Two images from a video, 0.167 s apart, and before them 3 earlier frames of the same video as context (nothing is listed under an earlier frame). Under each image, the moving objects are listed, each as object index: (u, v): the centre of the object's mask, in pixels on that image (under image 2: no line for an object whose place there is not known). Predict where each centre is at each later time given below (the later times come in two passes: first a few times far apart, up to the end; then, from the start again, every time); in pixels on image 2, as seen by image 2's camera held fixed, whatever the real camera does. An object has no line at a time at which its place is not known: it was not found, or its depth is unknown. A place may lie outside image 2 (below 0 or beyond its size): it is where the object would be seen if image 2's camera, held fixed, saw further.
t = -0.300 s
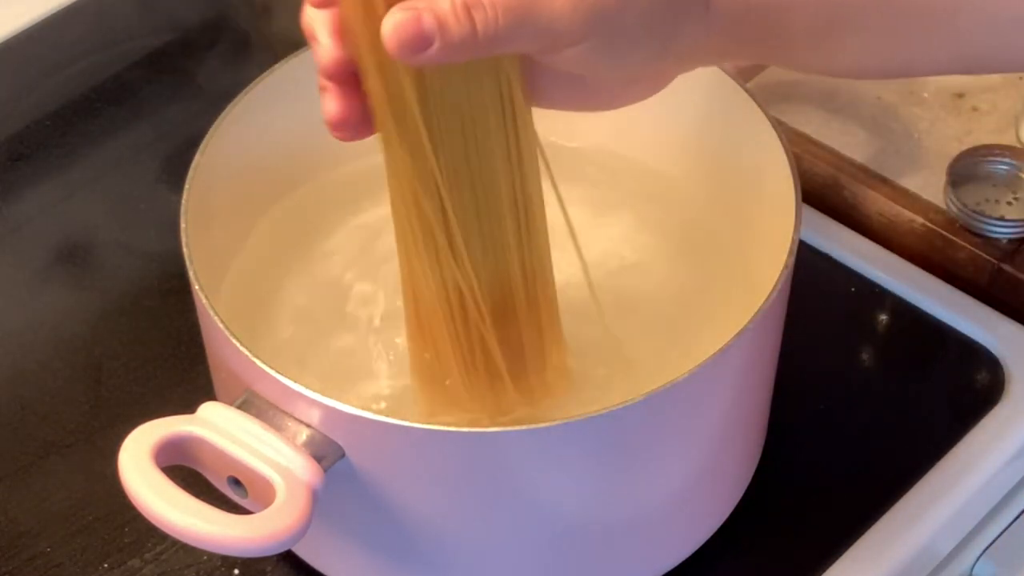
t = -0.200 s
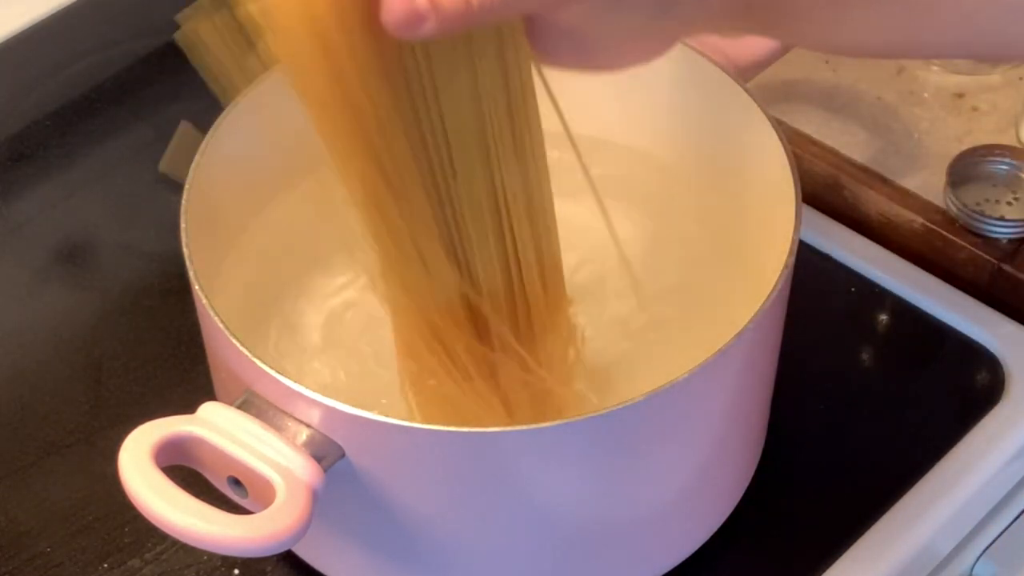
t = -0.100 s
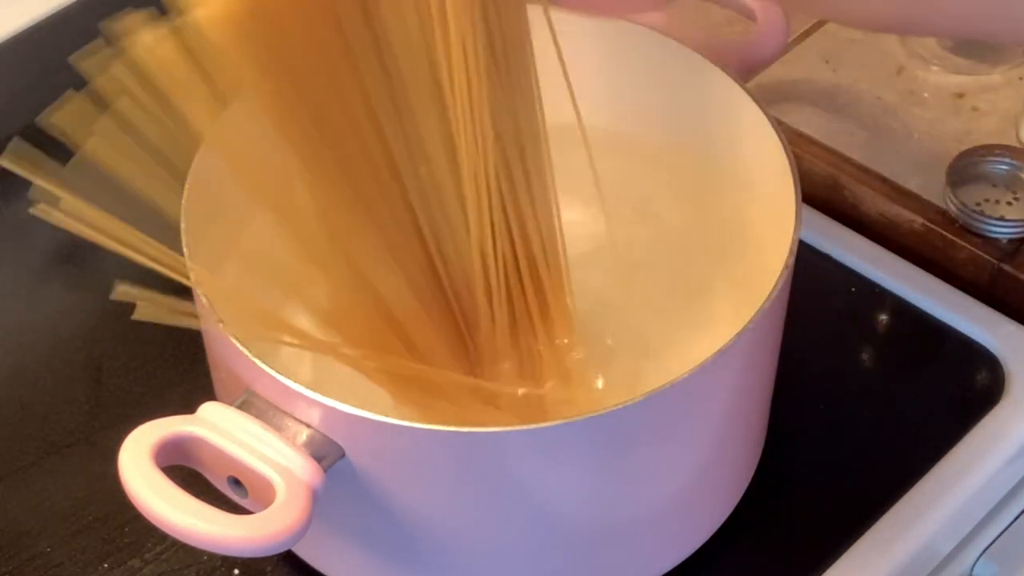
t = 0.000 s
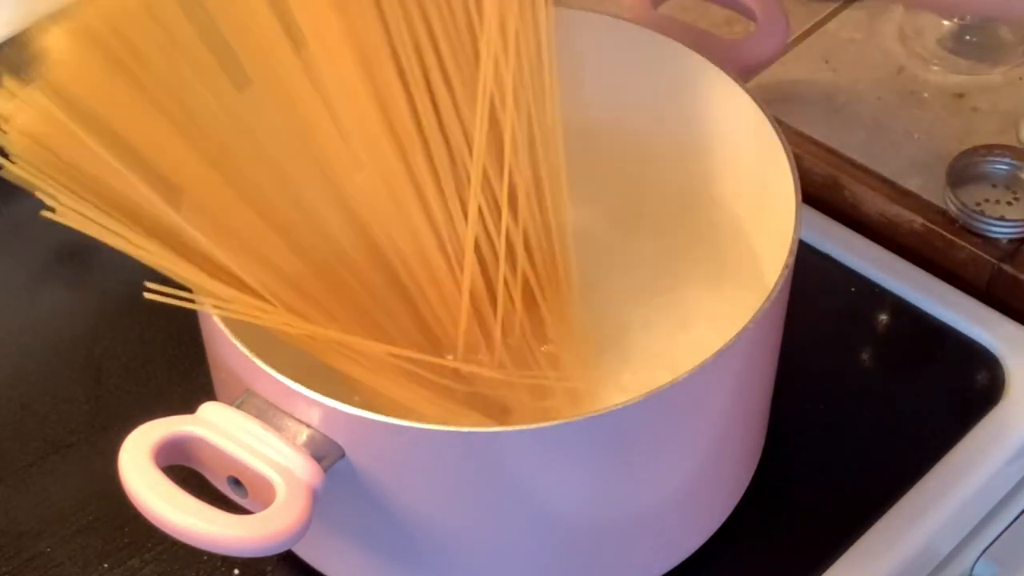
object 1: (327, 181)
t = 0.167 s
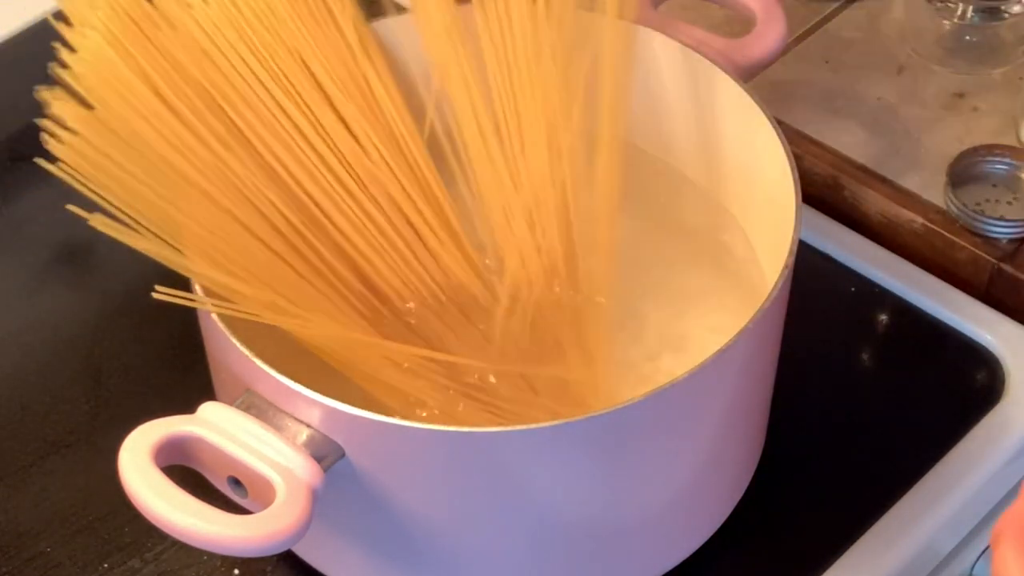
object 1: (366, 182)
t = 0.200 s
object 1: (387, 181)
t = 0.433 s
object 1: (415, 185)
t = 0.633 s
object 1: (406, 186)
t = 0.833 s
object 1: (422, 186)
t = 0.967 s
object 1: (422, 187)
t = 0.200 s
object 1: (387, 181)
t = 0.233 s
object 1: (400, 182)
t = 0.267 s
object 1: (416, 182)
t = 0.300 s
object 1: (421, 183)
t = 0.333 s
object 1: (421, 184)
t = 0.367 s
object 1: (412, 182)
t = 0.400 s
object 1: (418, 185)
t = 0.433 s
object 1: (415, 185)
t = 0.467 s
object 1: (416, 184)
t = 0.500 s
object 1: (416, 184)
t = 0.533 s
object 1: (413, 184)
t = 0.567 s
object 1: (407, 186)
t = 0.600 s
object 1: (411, 185)
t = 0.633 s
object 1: (406, 186)
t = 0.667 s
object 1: (414, 185)
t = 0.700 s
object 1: (415, 185)
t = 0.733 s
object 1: (416, 186)
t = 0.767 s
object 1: (418, 187)
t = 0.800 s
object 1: (418, 188)
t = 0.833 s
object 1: (422, 186)
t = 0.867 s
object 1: (424, 185)
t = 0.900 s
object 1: (423, 186)
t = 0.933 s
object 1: (423, 186)
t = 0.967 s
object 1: (422, 187)
